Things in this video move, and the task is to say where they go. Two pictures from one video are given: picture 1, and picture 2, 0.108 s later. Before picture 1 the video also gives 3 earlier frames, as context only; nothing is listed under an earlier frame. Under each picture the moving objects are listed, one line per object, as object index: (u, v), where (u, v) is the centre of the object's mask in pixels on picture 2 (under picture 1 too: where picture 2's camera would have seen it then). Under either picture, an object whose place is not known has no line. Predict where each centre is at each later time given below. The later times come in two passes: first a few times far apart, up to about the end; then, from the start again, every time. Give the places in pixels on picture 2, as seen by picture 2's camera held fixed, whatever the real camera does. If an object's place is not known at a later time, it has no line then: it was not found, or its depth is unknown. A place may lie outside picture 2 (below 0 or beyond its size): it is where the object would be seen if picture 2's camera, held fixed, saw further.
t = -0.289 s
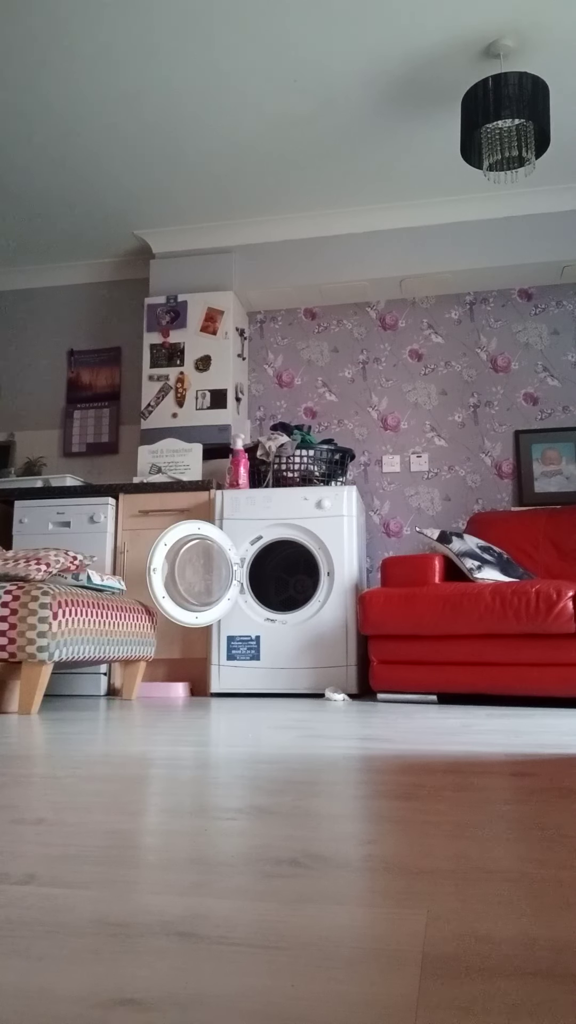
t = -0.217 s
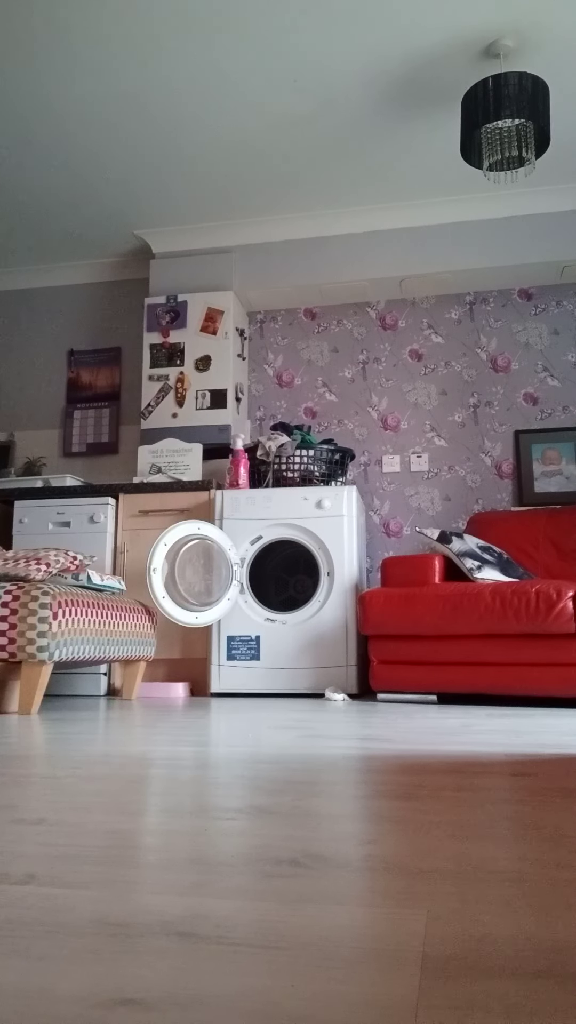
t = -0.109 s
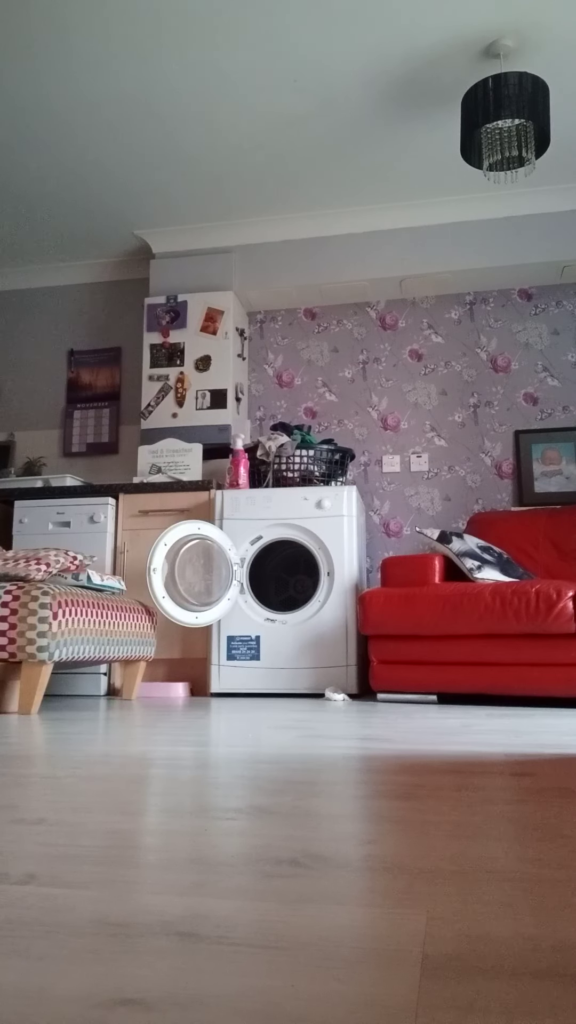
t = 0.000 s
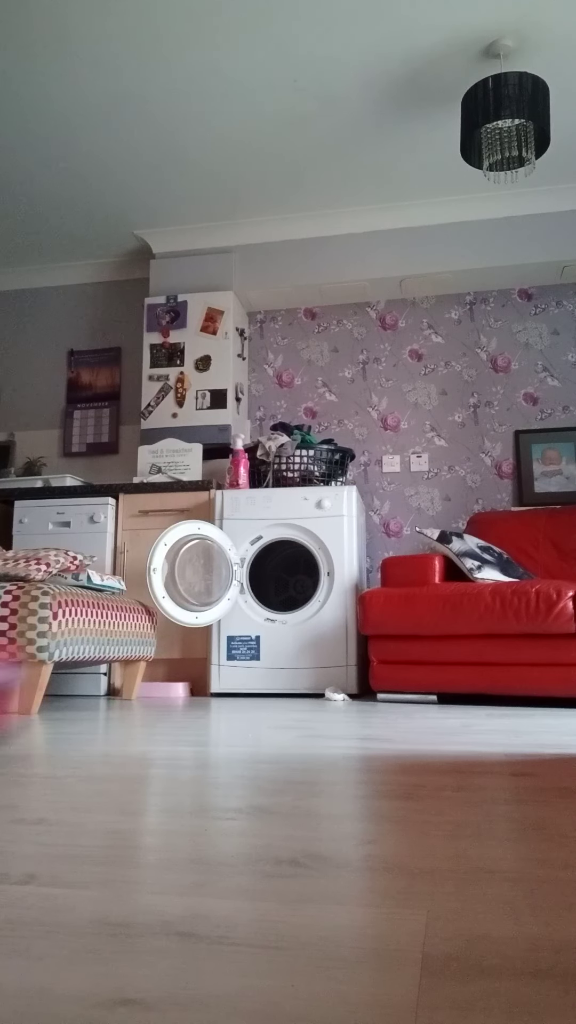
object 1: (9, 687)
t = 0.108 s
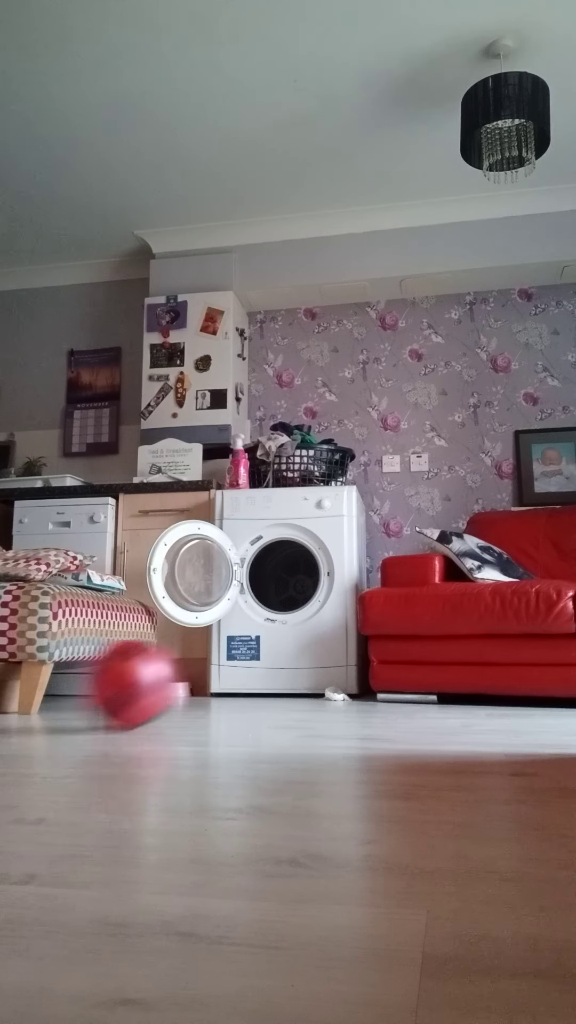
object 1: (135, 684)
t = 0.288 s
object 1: (222, 675)
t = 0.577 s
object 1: (281, 655)
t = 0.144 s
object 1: (163, 678)
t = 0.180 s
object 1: (183, 680)
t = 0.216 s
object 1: (198, 675)
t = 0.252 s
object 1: (212, 673)
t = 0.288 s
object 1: (222, 675)
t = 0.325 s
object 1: (233, 675)
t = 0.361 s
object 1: (242, 669)
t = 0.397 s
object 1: (248, 670)
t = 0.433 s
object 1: (253, 671)
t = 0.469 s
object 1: (258, 662)
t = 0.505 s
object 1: (269, 653)
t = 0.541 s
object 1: (274, 652)
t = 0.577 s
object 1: (281, 655)
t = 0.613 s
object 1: (288, 663)
